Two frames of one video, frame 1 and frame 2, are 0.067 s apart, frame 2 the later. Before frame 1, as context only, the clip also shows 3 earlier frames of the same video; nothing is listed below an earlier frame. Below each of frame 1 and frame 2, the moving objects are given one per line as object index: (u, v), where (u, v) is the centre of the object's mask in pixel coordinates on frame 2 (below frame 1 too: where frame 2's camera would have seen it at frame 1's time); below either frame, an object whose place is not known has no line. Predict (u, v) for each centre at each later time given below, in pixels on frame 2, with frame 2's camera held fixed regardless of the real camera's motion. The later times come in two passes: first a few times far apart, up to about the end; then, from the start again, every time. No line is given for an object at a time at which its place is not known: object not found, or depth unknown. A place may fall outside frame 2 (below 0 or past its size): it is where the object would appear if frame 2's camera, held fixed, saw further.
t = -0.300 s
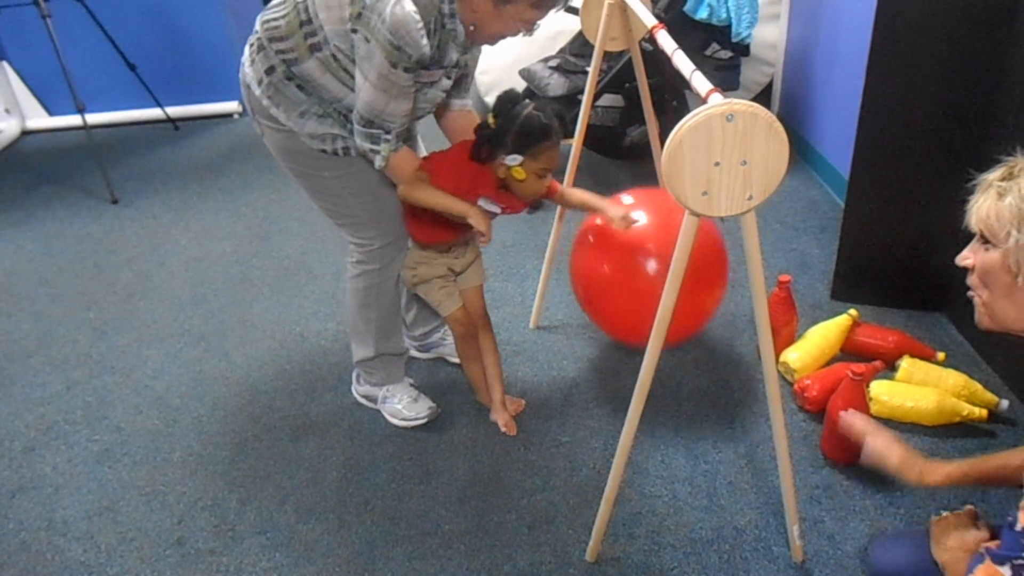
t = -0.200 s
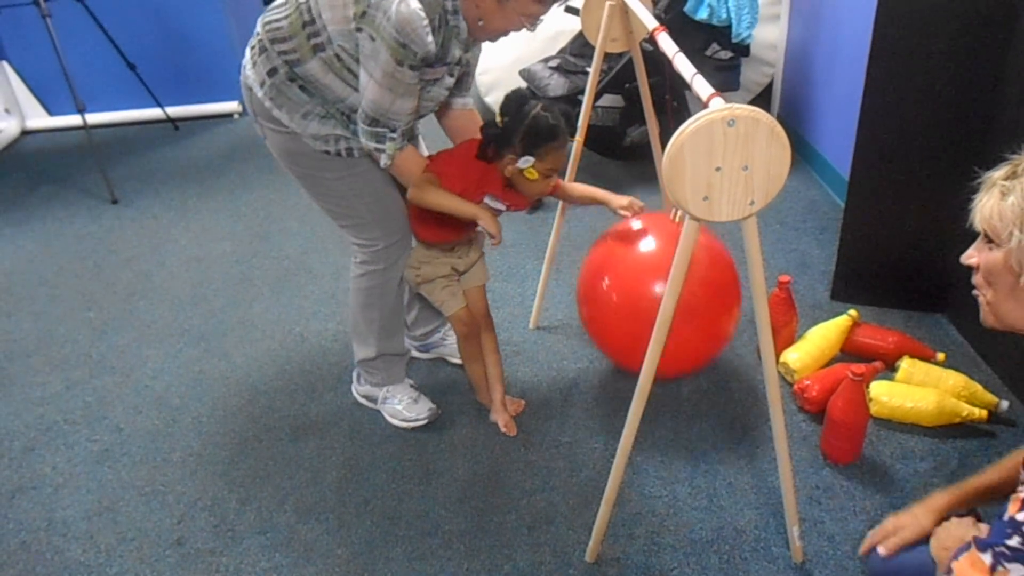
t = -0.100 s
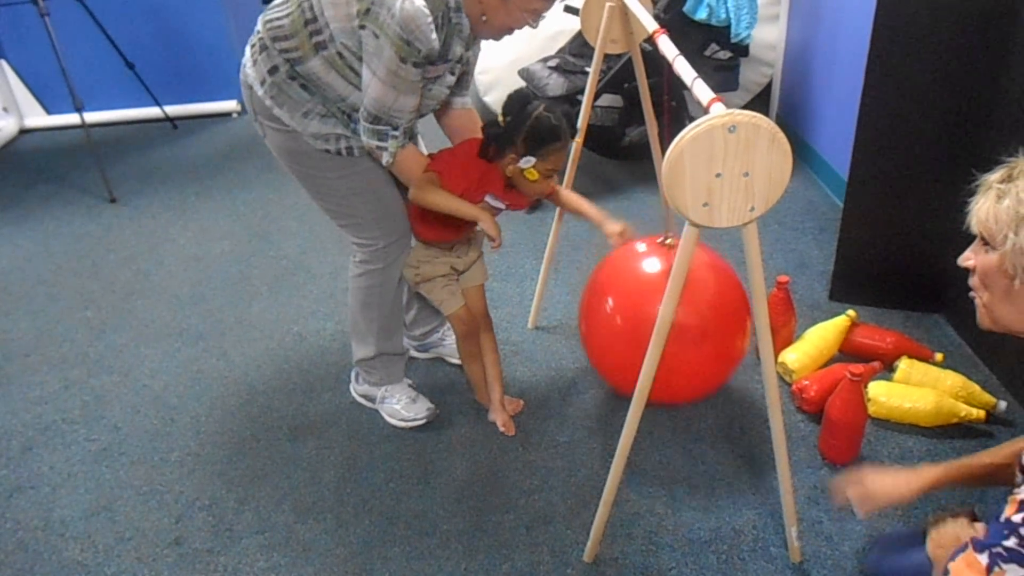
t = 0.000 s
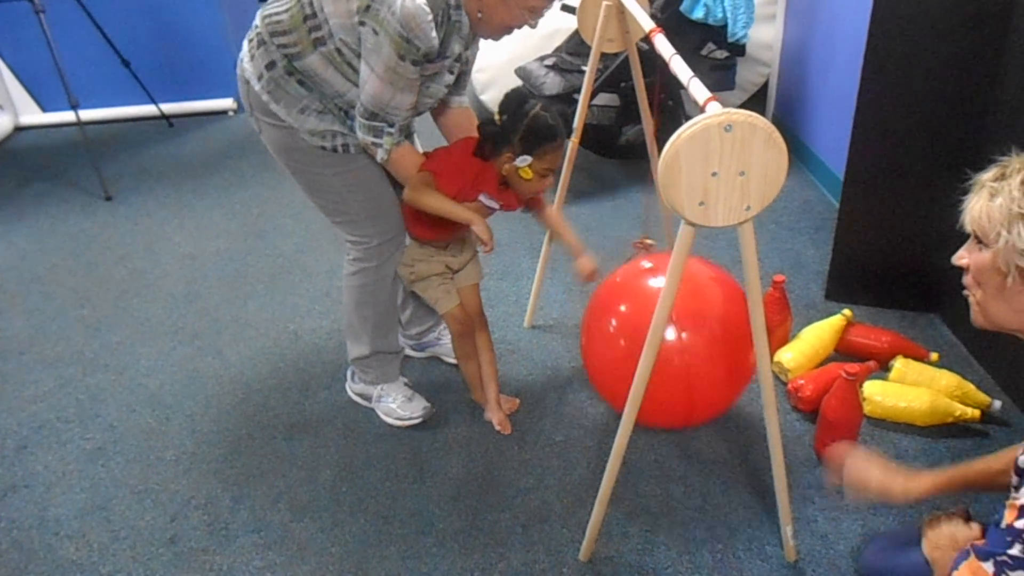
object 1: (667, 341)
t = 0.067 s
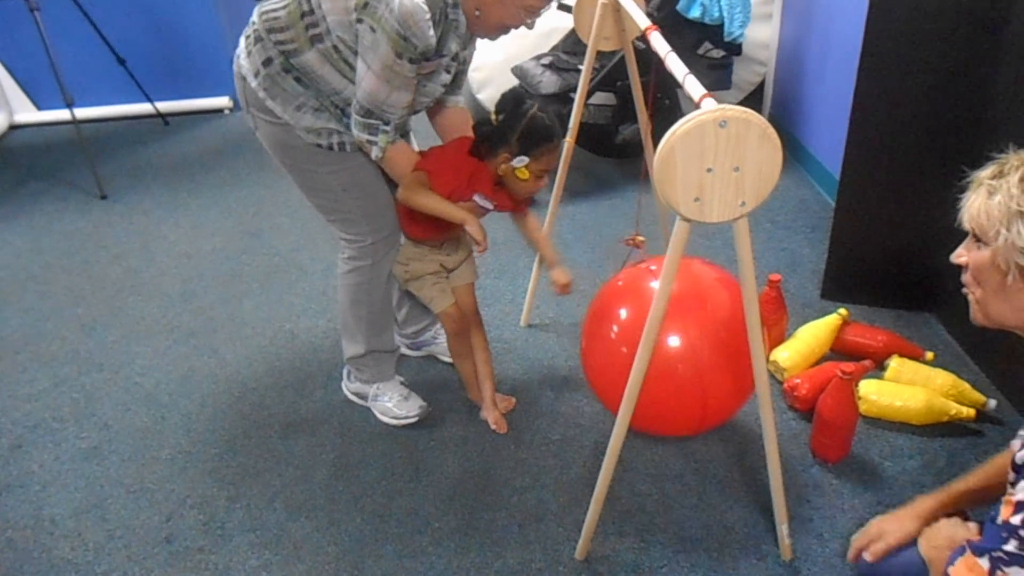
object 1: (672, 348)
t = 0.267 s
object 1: (699, 382)
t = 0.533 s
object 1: (678, 379)
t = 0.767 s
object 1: (639, 343)
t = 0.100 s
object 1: (674, 351)
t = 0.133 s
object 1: (676, 355)
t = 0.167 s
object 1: (679, 360)
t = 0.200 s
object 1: (681, 365)
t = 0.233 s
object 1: (684, 371)
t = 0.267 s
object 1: (699, 382)
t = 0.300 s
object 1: (699, 387)
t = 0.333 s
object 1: (700, 389)
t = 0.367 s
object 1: (700, 388)
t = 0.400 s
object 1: (700, 387)
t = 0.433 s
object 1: (686, 380)
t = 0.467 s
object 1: (684, 380)
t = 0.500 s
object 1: (681, 379)
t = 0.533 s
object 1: (678, 379)
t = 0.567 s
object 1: (675, 379)
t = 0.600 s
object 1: (670, 376)
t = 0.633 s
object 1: (665, 370)
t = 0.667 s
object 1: (659, 363)
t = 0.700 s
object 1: (652, 356)
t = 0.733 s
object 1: (652, 352)
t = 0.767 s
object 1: (639, 343)
